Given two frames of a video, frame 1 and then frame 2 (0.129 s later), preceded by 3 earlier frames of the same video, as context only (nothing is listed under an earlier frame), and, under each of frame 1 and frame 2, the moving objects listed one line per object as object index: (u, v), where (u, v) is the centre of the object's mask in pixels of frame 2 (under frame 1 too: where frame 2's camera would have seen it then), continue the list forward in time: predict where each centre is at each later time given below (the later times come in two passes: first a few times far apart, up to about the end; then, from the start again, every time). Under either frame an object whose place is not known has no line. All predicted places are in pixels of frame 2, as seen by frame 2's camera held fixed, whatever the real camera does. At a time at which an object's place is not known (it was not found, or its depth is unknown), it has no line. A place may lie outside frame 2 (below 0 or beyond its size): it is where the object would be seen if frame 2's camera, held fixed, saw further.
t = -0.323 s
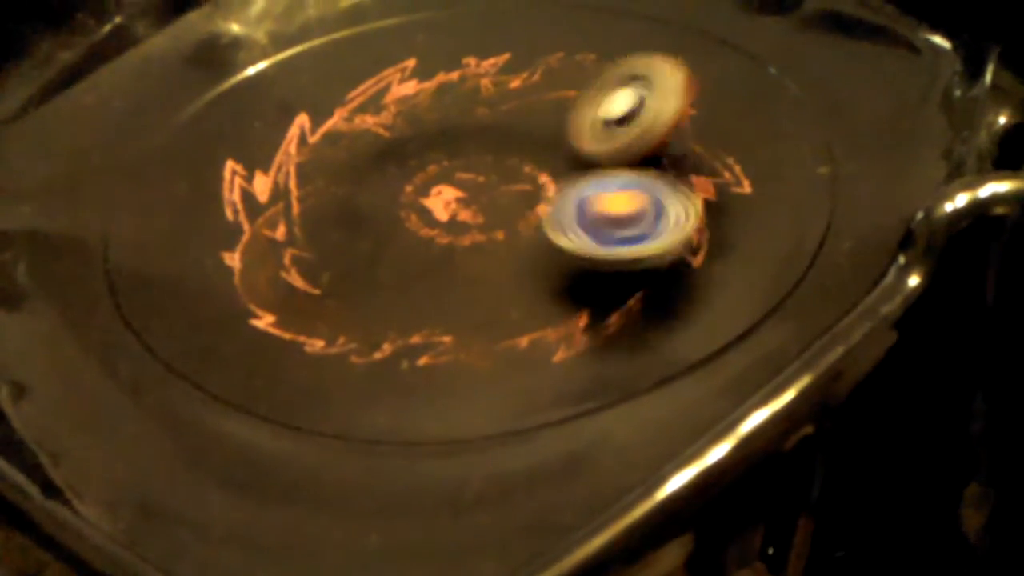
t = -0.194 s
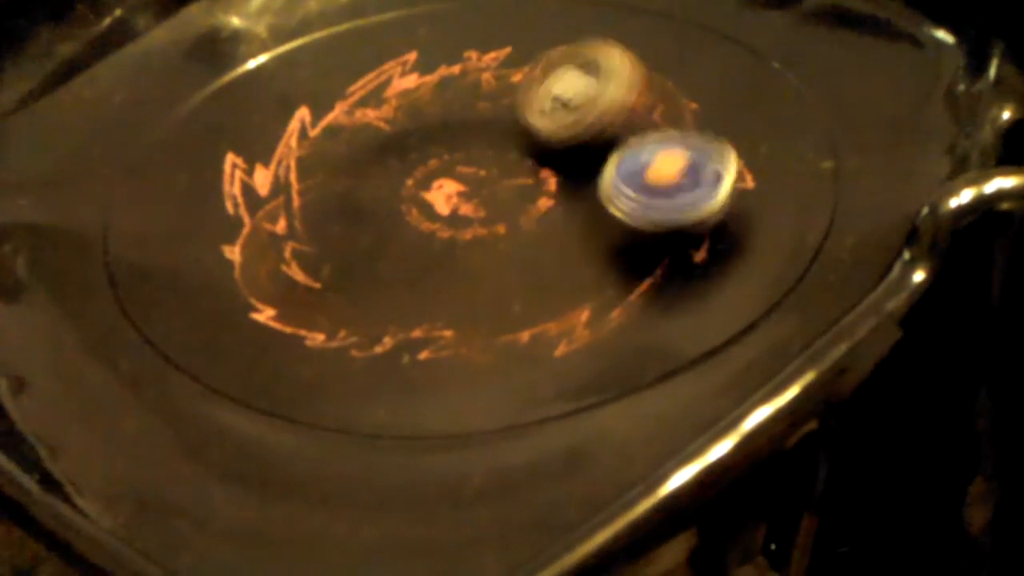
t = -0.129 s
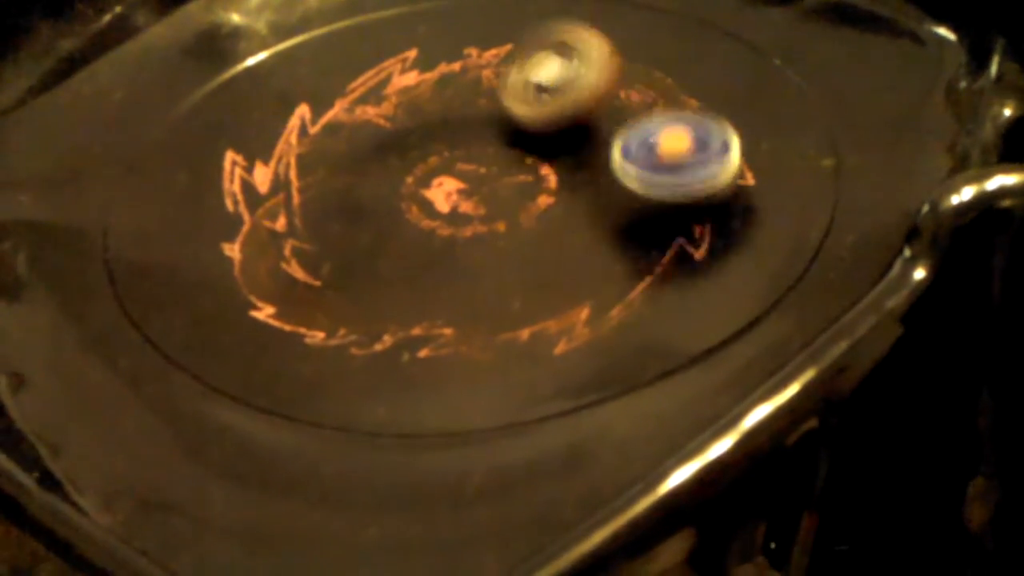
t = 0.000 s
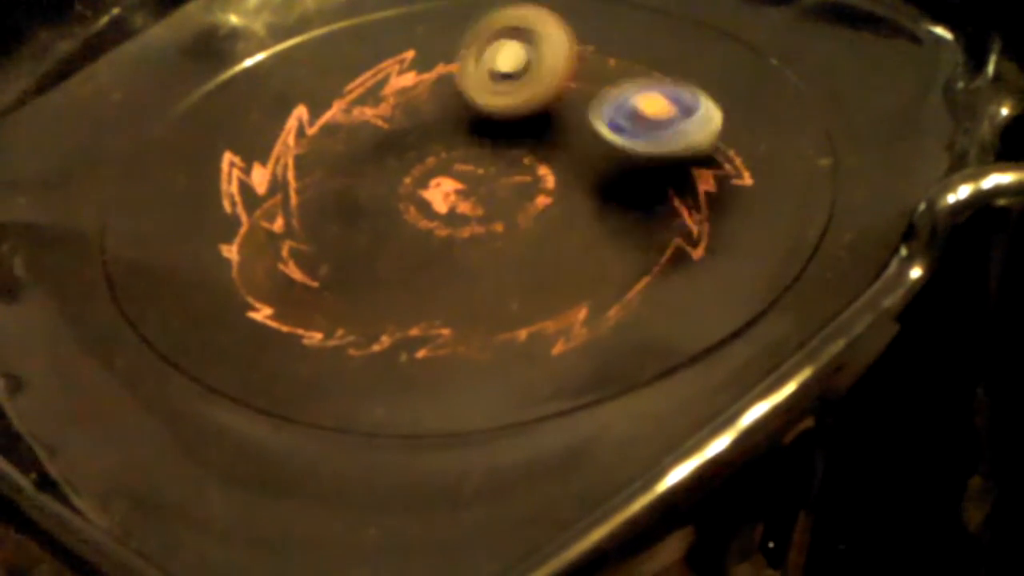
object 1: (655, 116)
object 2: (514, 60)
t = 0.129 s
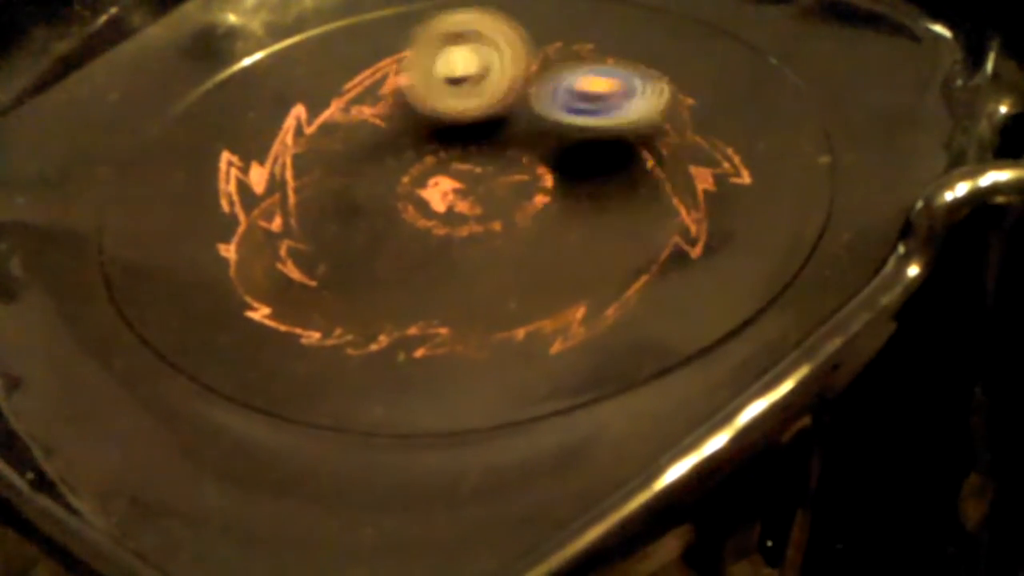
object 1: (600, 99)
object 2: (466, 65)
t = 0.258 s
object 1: (541, 102)
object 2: (396, 77)
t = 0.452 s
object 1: (472, 113)
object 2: (320, 112)
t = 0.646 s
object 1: (409, 139)
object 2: (284, 170)
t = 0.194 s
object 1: (568, 100)
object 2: (432, 70)
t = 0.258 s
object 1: (541, 102)
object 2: (396, 77)
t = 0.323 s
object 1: (518, 104)
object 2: (365, 86)
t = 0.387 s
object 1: (494, 109)
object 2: (339, 98)
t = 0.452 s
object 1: (472, 113)
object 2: (320, 112)
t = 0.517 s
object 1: (452, 120)
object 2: (304, 131)
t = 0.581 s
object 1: (430, 129)
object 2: (292, 150)
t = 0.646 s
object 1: (409, 139)
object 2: (284, 170)
